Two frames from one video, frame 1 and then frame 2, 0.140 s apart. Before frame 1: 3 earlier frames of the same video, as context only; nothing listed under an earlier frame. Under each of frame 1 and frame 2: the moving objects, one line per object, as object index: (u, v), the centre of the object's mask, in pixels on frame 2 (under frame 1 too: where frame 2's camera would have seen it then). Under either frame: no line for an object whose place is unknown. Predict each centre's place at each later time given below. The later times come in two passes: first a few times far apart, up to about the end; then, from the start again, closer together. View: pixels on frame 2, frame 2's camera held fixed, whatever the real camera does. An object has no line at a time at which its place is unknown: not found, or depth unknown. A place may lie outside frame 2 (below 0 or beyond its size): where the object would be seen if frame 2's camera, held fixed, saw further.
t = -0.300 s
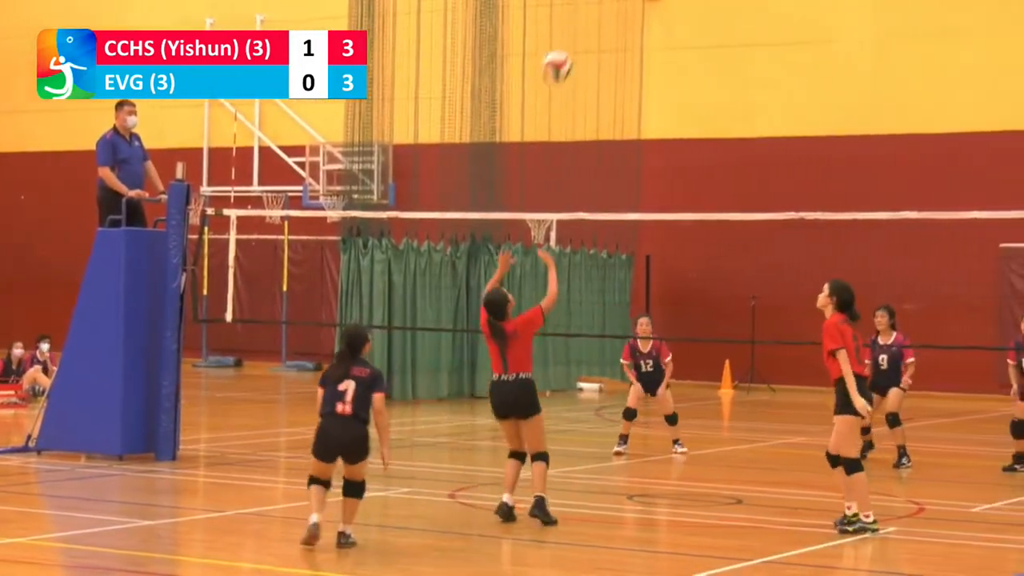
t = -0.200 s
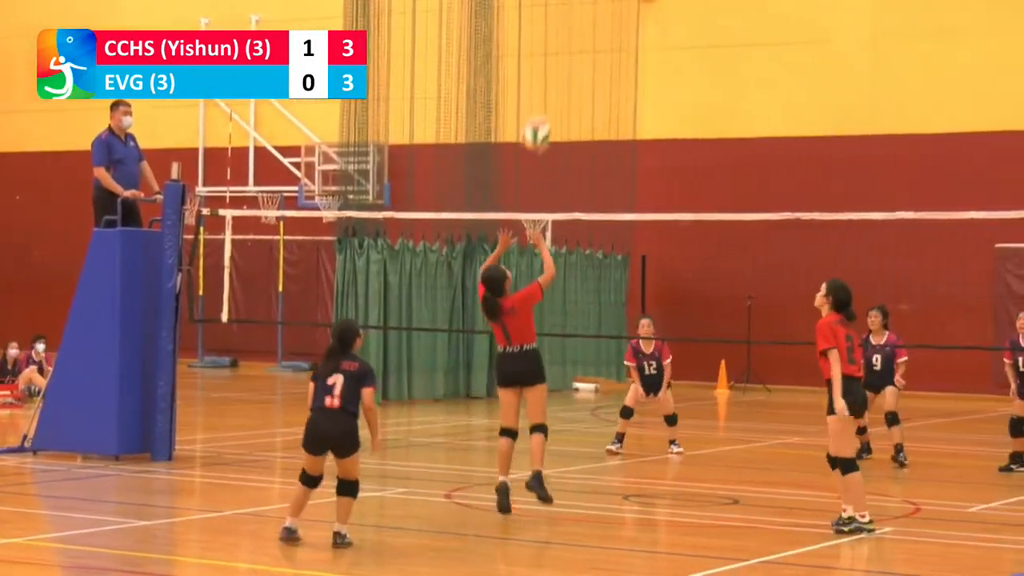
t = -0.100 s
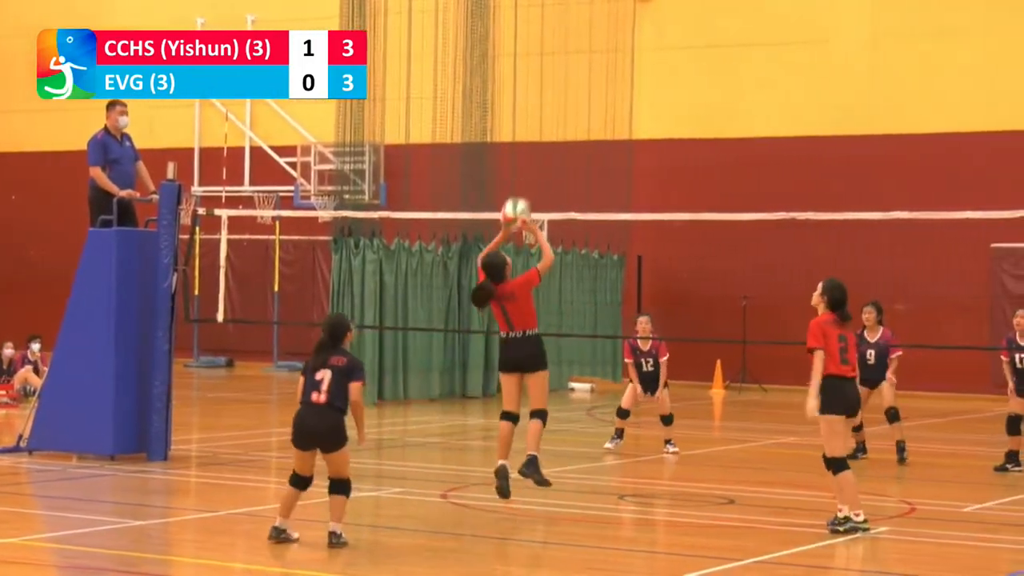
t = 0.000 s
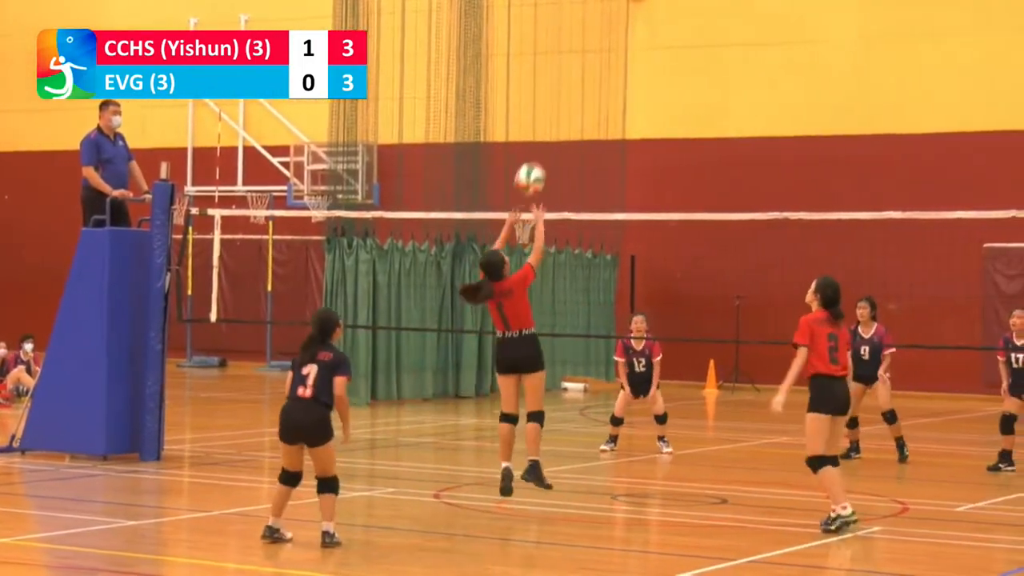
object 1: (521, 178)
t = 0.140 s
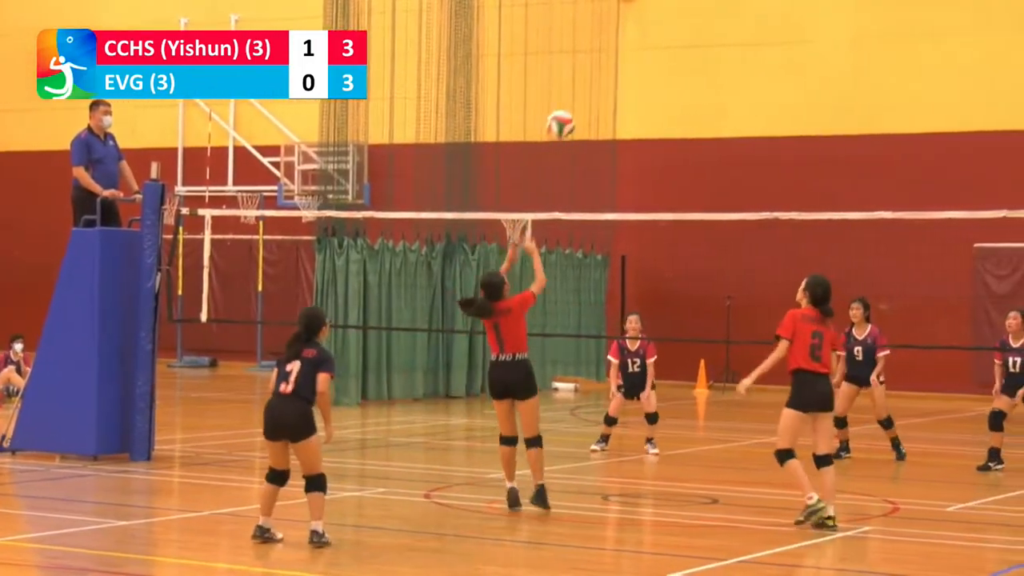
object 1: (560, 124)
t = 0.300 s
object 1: (601, 96)
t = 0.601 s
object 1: (669, 131)
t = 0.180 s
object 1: (570, 115)
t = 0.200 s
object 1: (575, 110)
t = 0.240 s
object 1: (585, 103)
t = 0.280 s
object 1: (596, 97)
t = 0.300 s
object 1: (601, 96)
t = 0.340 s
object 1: (611, 95)
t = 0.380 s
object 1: (620, 95)
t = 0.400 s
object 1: (625, 96)
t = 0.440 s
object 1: (634, 100)
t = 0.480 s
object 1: (643, 105)
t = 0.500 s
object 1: (648, 108)
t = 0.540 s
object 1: (657, 116)
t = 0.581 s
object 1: (665, 125)
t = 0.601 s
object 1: (669, 131)
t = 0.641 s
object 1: (677, 144)
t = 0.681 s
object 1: (686, 157)
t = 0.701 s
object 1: (689, 165)
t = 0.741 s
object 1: (697, 182)
